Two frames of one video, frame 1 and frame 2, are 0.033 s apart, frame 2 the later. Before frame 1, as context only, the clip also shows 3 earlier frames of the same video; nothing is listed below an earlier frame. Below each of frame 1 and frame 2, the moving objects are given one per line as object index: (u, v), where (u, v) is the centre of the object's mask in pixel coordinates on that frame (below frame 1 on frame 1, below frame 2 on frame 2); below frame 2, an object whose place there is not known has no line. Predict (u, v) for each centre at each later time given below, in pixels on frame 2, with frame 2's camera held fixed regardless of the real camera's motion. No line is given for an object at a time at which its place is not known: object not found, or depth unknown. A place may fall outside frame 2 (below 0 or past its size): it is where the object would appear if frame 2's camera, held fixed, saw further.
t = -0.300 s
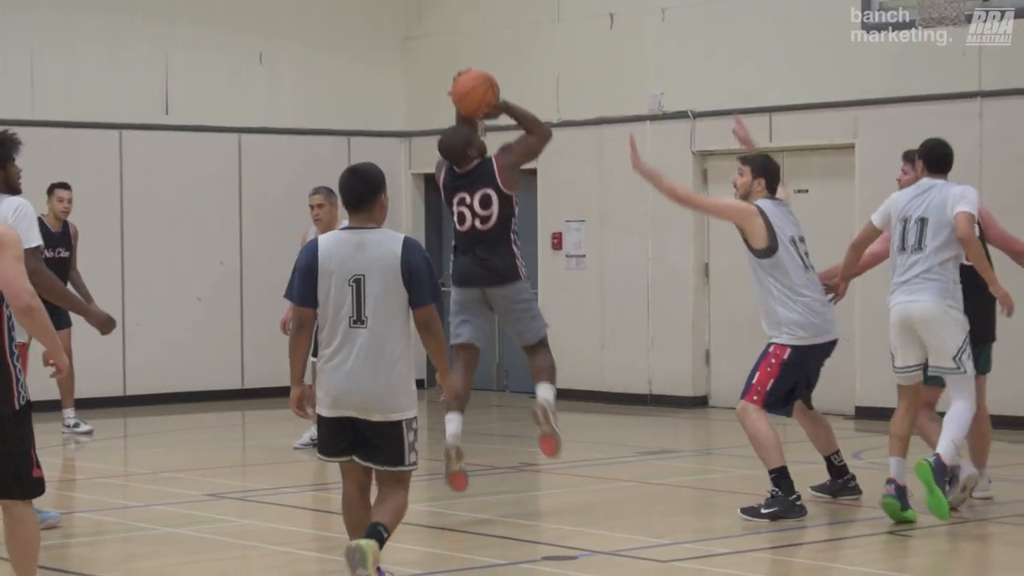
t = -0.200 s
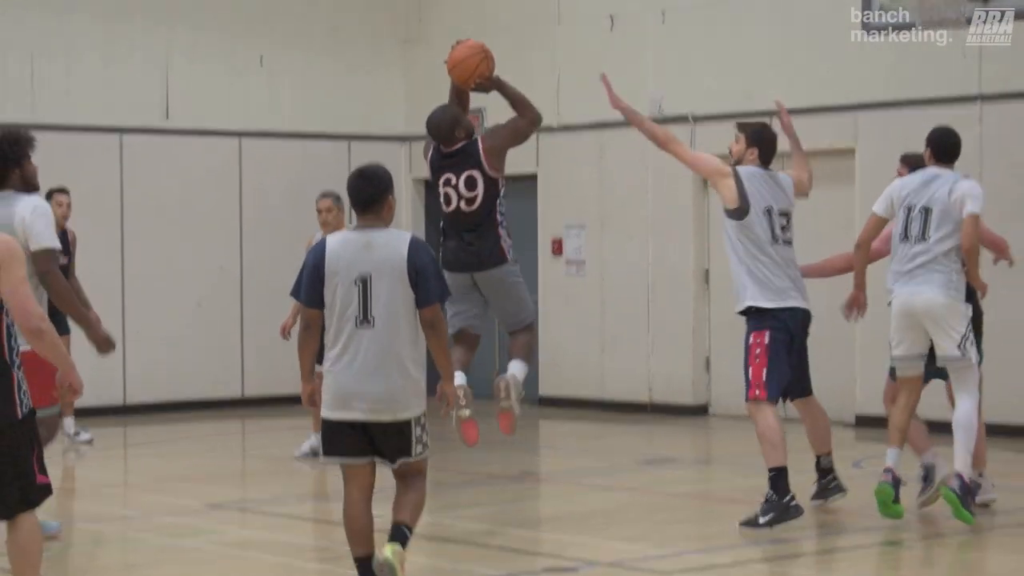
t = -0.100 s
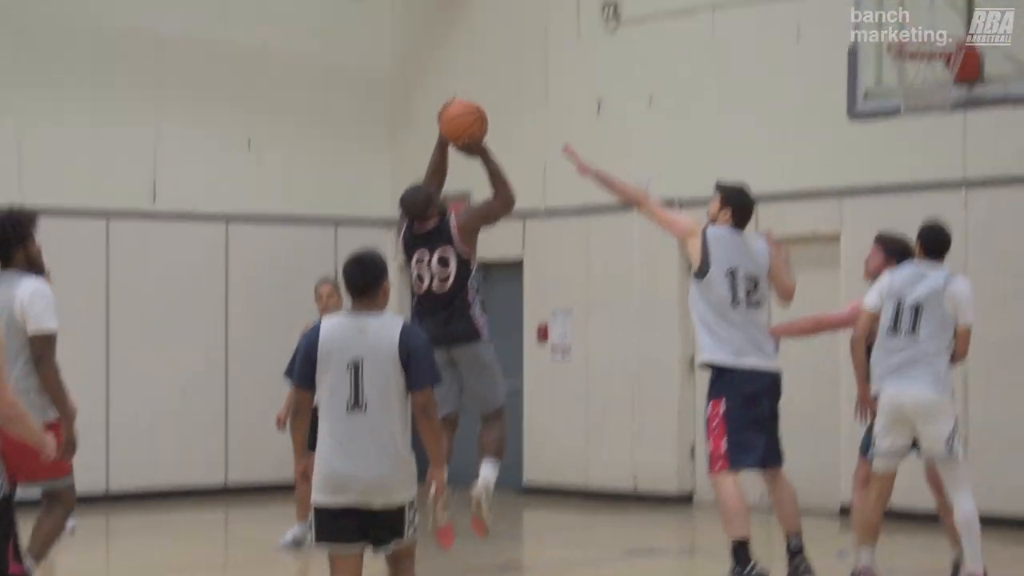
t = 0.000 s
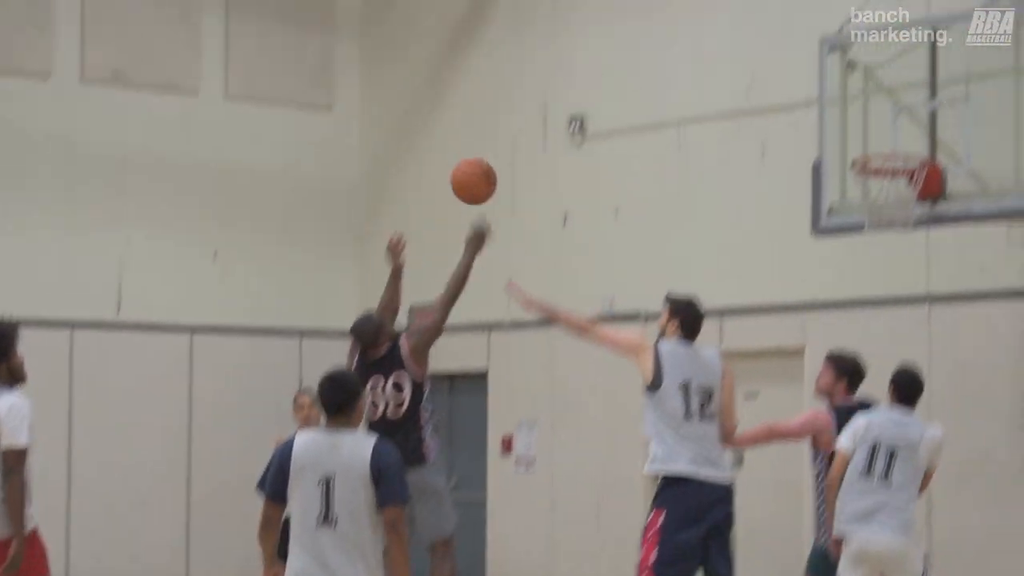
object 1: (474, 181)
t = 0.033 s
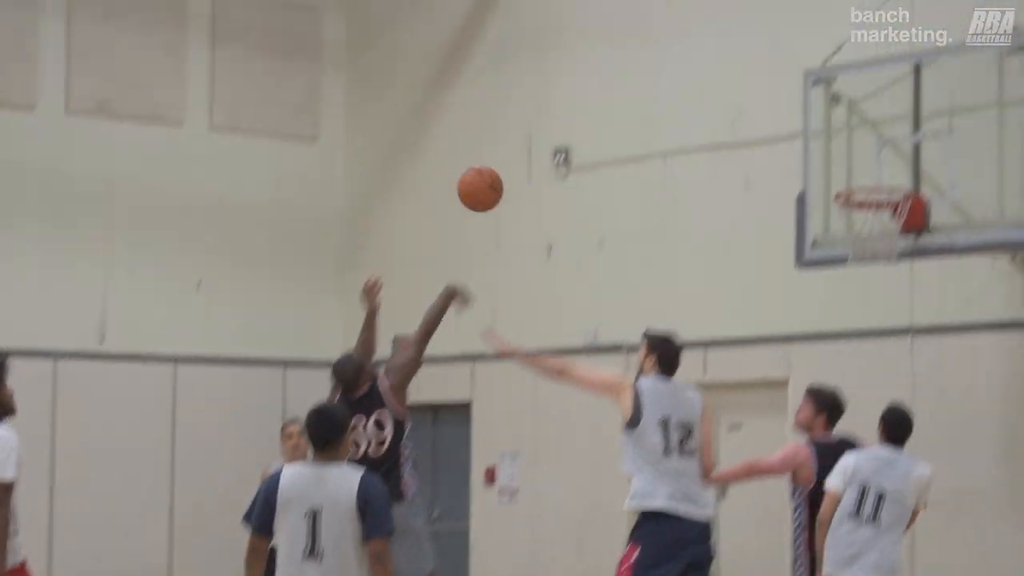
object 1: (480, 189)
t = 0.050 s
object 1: (489, 178)
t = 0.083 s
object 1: (509, 158)
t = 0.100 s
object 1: (519, 149)
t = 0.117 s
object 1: (529, 141)
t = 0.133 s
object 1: (540, 133)
